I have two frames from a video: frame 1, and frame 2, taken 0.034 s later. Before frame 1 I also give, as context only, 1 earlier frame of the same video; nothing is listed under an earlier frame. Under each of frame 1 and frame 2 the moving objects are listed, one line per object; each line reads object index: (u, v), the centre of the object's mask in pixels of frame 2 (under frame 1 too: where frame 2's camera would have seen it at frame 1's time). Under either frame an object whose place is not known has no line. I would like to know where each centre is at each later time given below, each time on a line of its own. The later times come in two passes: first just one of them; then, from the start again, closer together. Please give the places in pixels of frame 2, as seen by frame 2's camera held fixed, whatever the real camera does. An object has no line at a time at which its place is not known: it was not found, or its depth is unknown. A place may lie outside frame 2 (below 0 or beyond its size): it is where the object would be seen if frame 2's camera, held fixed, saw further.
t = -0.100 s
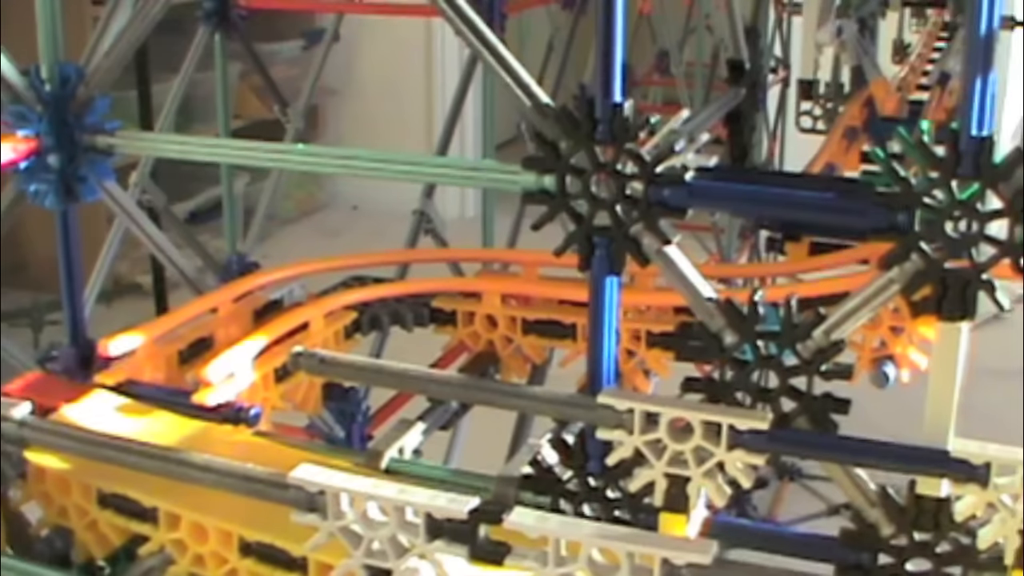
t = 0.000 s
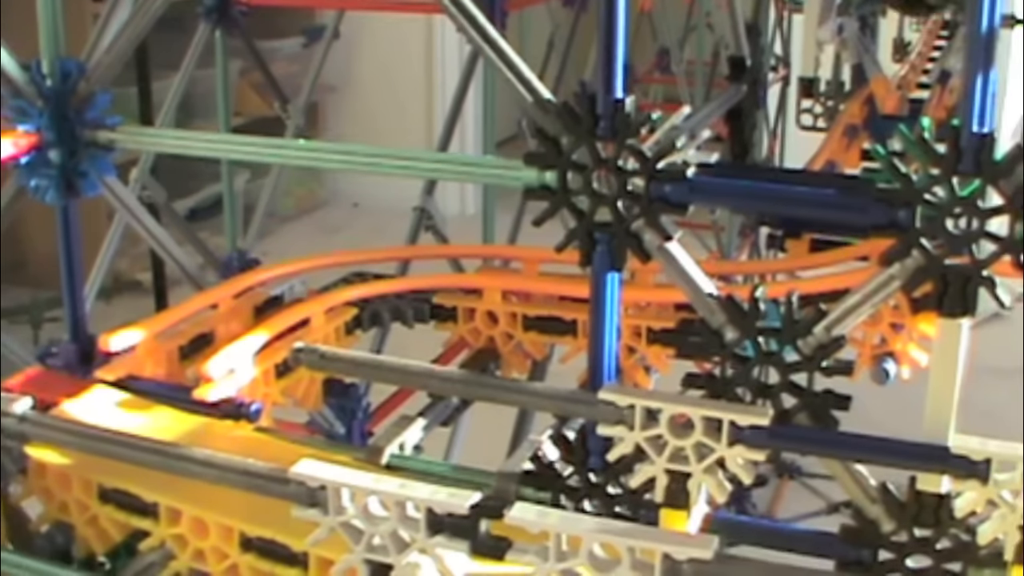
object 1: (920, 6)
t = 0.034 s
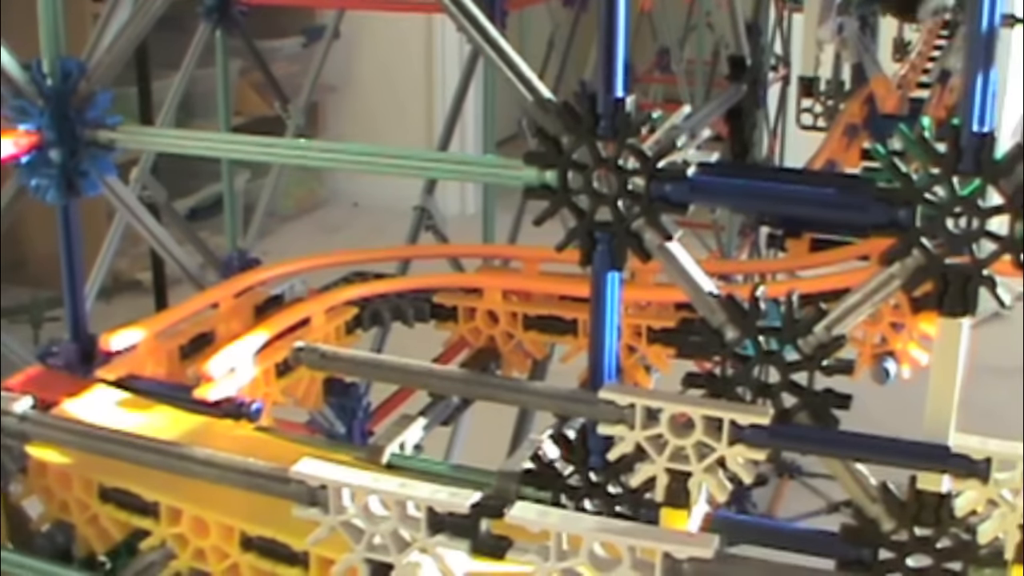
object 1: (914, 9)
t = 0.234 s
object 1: (897, 27)
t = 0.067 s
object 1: (914, 13)
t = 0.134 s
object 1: (907, 21)
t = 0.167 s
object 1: (907, 18)
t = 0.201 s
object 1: (906, 22)
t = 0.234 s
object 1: (897, 27)
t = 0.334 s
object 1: (900, 50)
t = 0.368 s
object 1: (897, 57)
